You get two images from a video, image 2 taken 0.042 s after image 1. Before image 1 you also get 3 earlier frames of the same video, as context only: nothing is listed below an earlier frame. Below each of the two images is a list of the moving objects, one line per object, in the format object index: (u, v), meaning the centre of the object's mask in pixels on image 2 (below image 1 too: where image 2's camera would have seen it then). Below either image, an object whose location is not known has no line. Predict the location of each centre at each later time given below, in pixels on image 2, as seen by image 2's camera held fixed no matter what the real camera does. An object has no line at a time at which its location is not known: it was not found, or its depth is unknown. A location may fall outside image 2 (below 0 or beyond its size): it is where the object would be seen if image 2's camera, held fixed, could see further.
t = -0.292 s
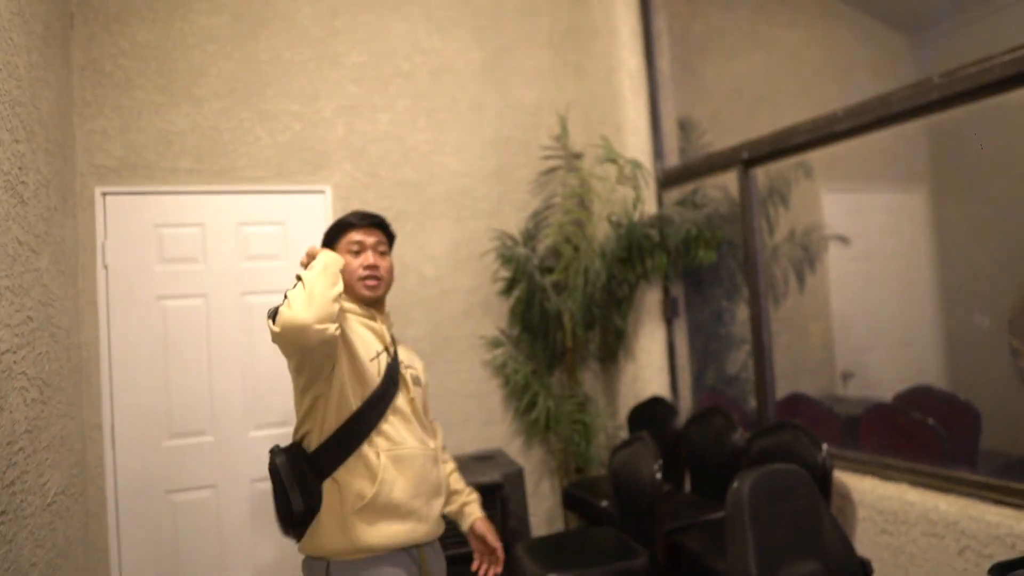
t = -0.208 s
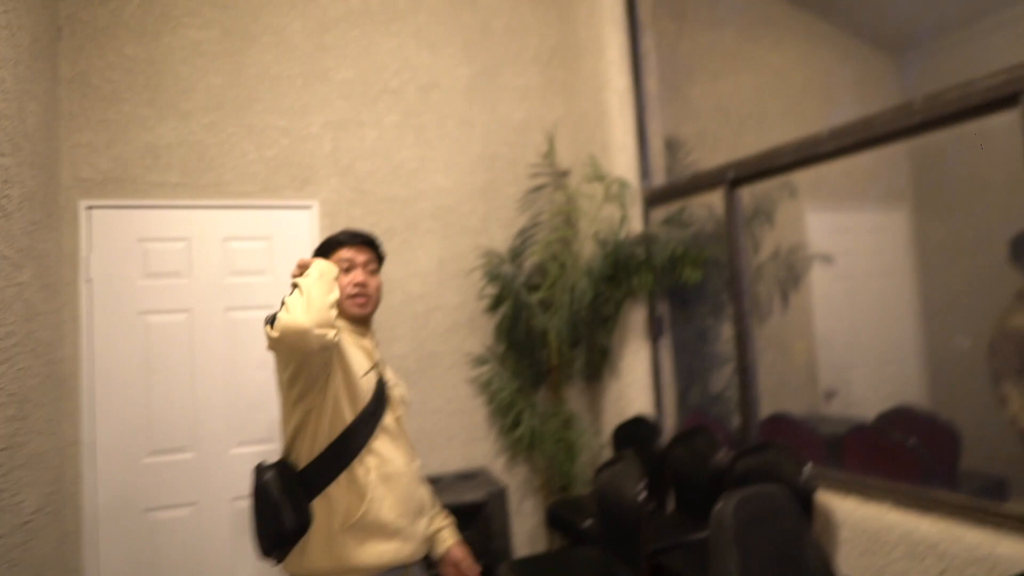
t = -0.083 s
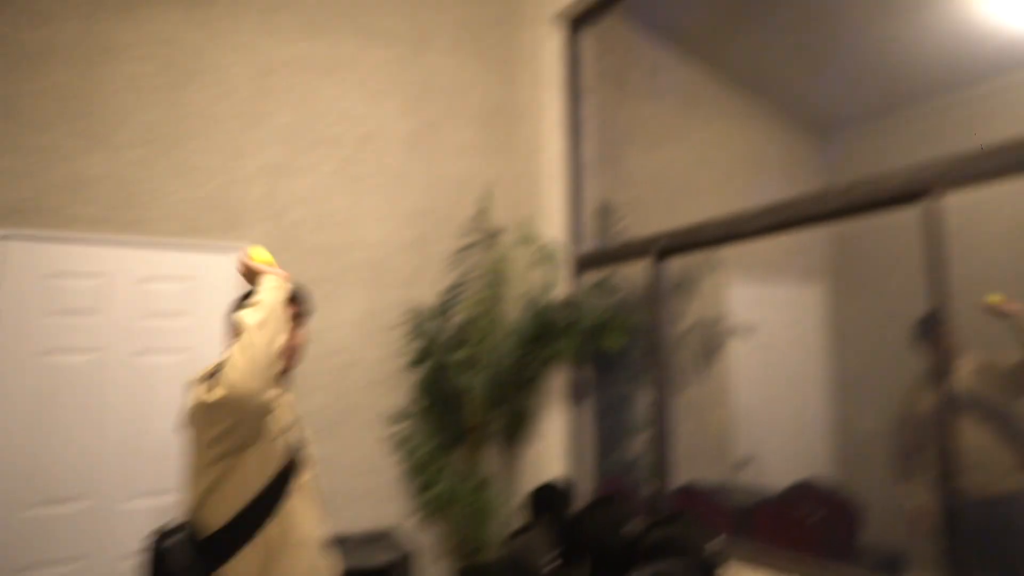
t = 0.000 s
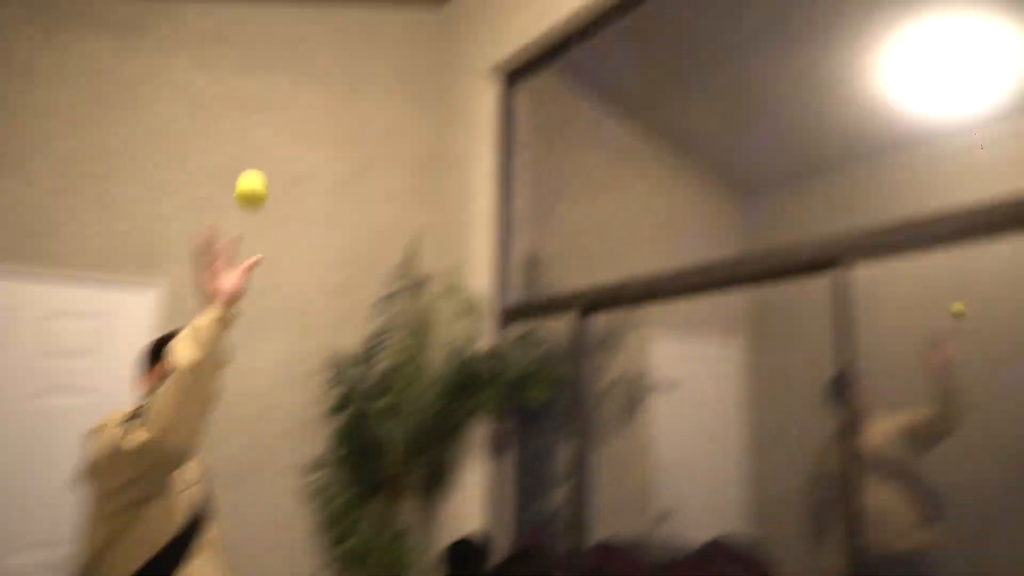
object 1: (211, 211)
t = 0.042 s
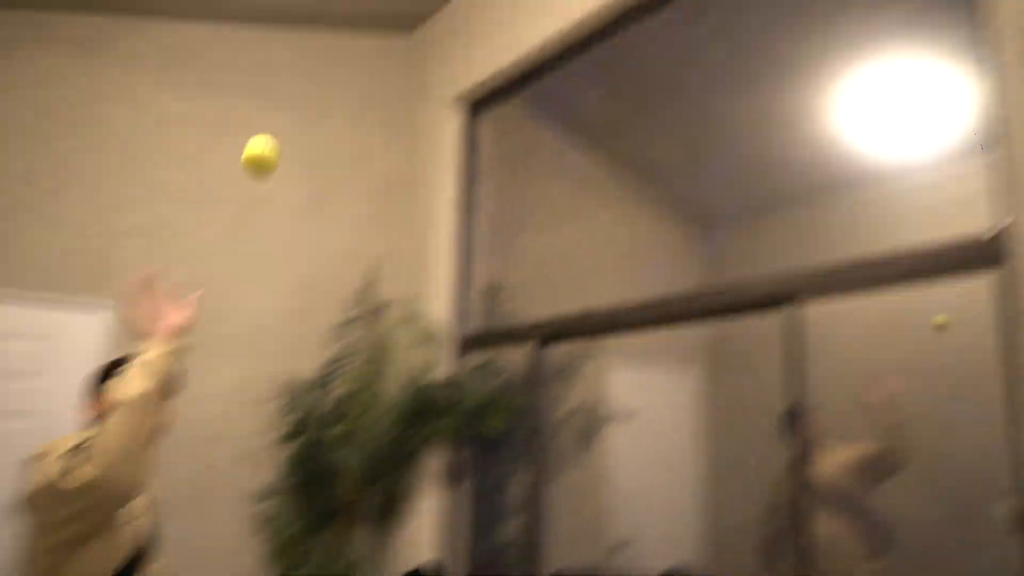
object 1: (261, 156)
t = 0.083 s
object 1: (320, 103)
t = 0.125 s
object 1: (385, 53)
